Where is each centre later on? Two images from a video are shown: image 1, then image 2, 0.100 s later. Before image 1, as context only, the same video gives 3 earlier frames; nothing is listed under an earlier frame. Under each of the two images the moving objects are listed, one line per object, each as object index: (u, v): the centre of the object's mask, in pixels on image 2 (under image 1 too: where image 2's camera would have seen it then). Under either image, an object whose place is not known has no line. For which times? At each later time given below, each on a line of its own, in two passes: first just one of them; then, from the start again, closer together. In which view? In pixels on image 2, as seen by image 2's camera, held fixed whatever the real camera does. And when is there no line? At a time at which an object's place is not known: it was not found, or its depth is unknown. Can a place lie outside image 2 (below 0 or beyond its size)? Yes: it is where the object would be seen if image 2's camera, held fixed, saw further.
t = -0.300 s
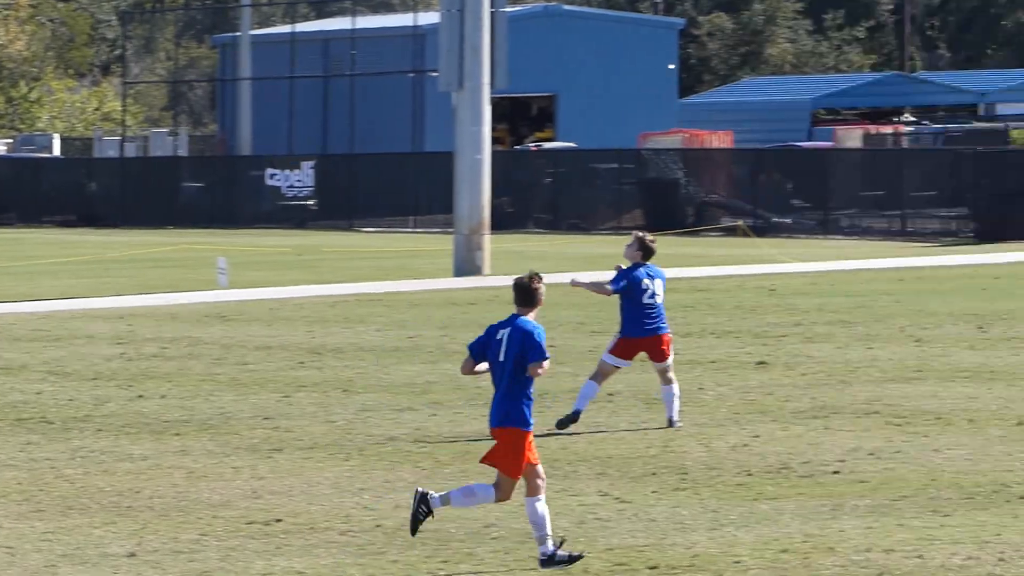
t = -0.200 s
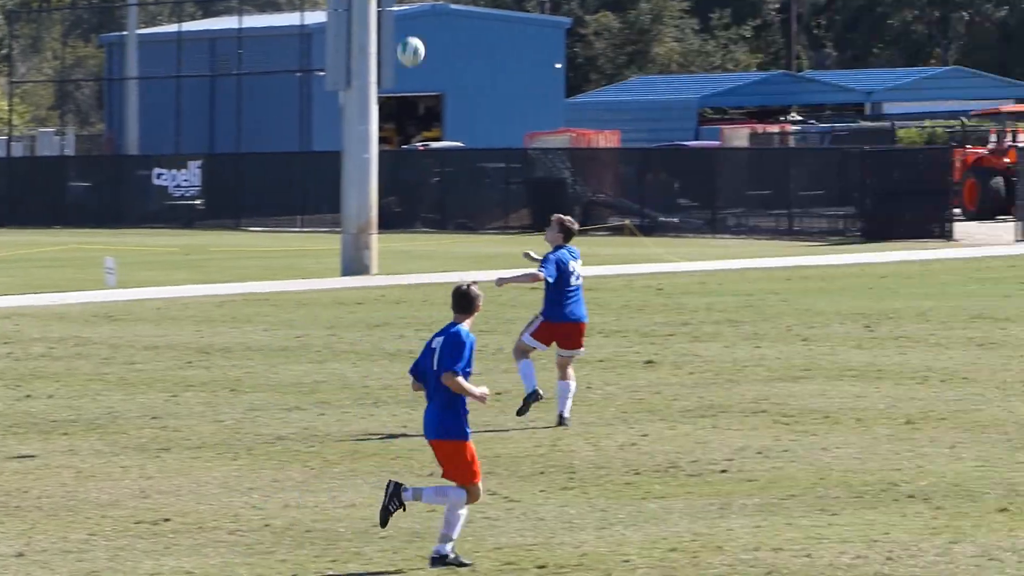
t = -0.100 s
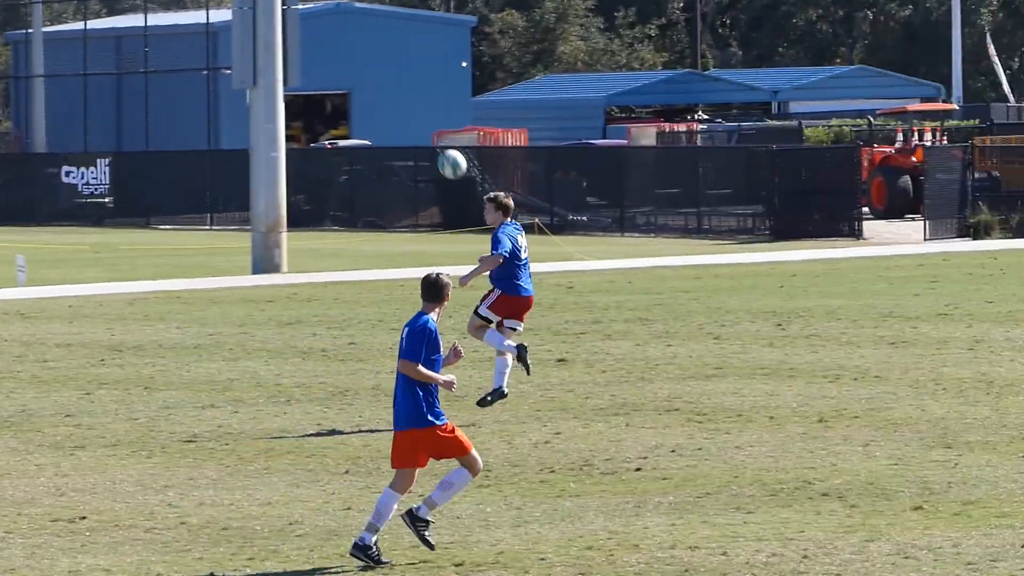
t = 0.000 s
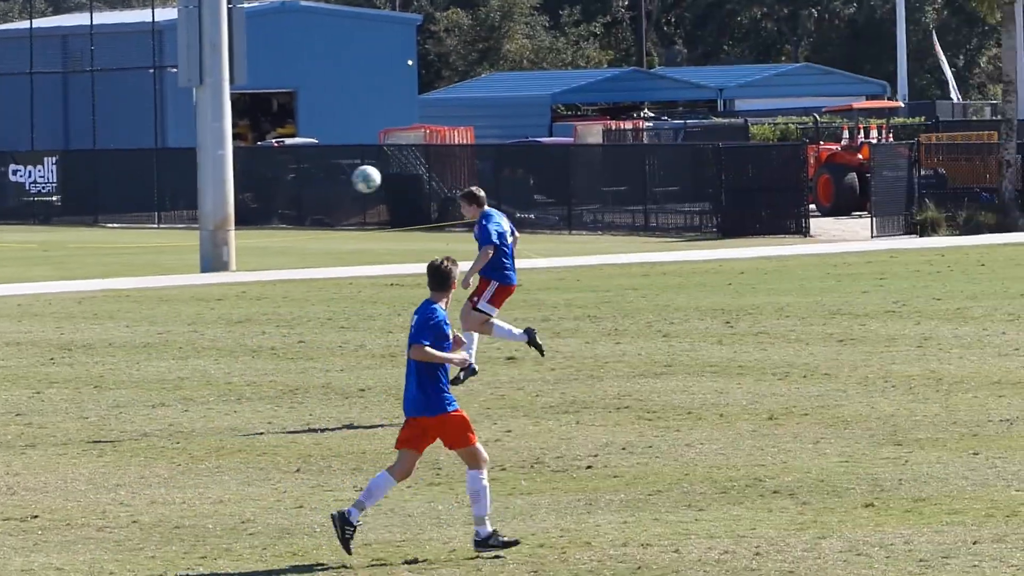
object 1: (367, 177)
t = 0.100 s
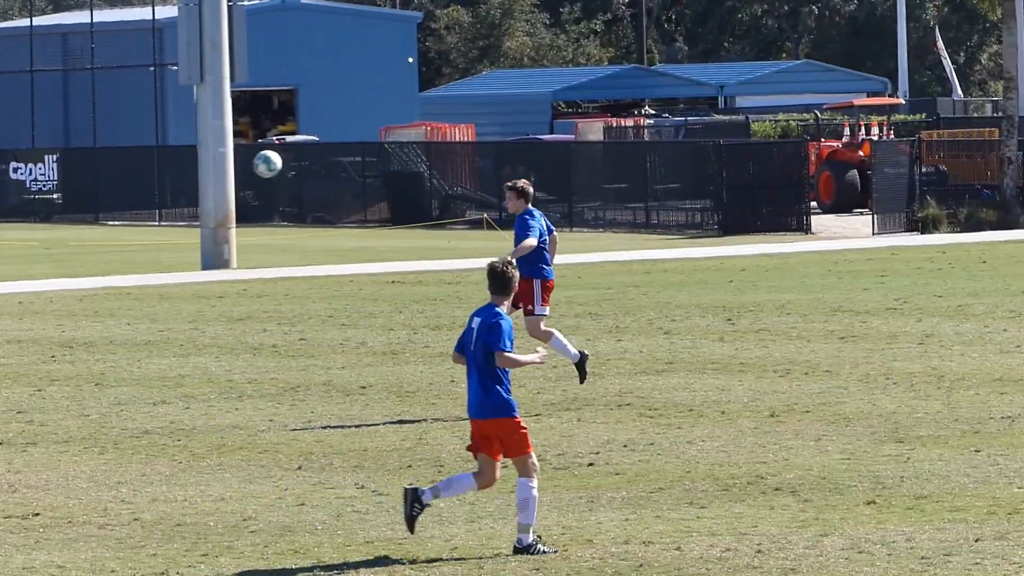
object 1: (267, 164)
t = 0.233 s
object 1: (131, 165)
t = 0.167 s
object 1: (200, 161)
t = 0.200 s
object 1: (167, 163)
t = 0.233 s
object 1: (131, 165)
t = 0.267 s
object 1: (96, 168)
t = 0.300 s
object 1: (61, 172)
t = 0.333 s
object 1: (21, 176)
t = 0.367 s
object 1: (-15, 185)
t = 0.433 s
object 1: (-92, 206)
